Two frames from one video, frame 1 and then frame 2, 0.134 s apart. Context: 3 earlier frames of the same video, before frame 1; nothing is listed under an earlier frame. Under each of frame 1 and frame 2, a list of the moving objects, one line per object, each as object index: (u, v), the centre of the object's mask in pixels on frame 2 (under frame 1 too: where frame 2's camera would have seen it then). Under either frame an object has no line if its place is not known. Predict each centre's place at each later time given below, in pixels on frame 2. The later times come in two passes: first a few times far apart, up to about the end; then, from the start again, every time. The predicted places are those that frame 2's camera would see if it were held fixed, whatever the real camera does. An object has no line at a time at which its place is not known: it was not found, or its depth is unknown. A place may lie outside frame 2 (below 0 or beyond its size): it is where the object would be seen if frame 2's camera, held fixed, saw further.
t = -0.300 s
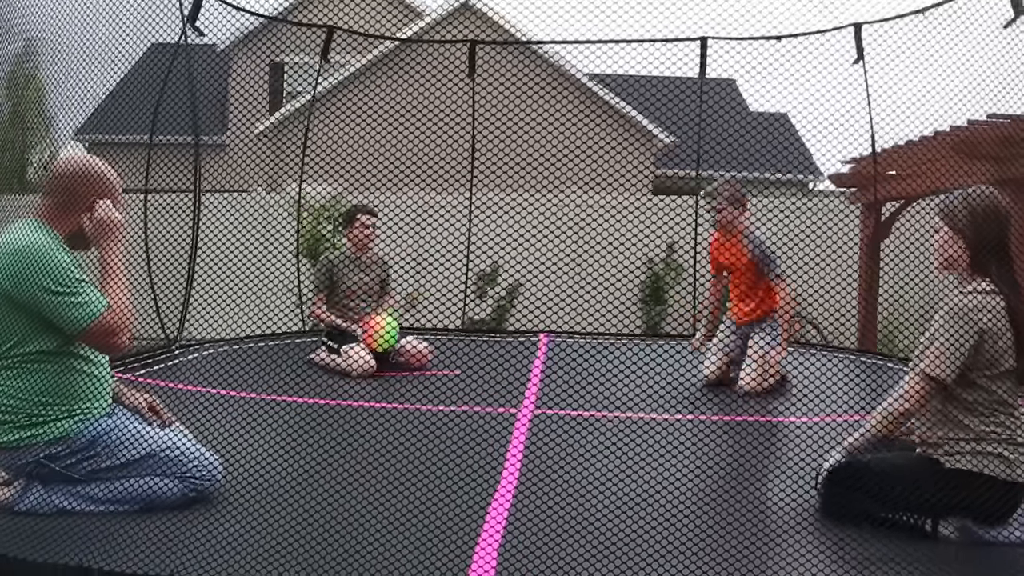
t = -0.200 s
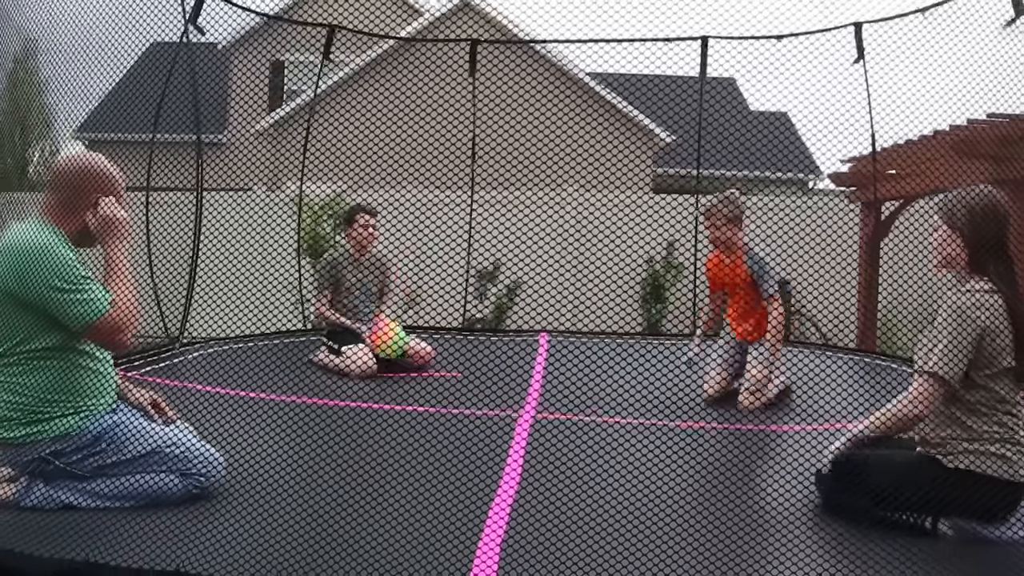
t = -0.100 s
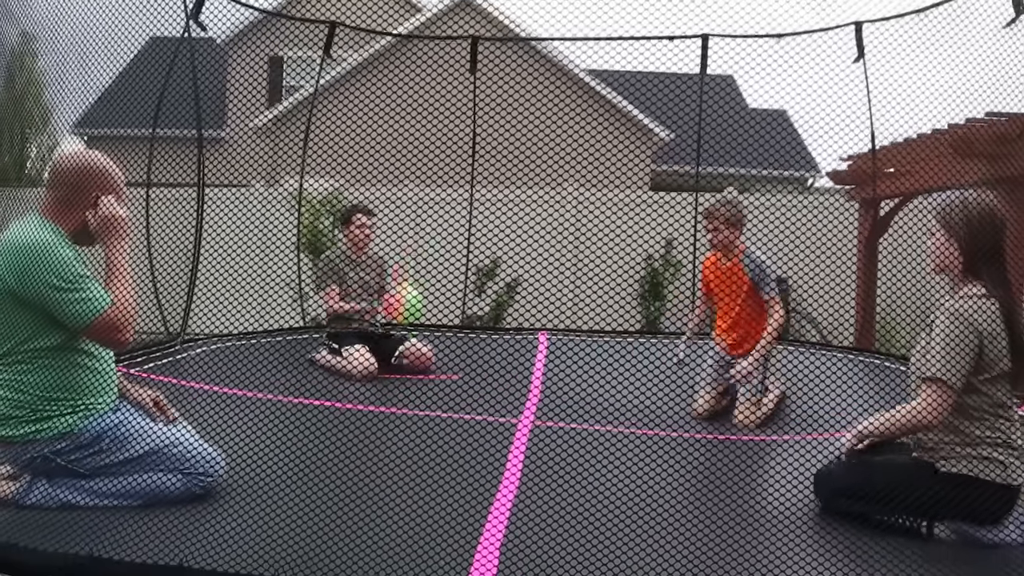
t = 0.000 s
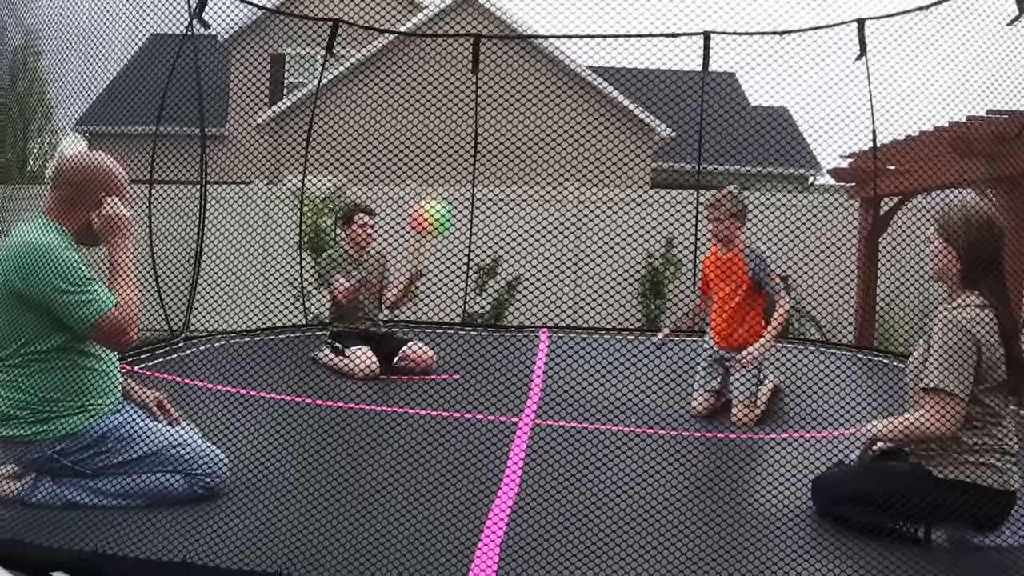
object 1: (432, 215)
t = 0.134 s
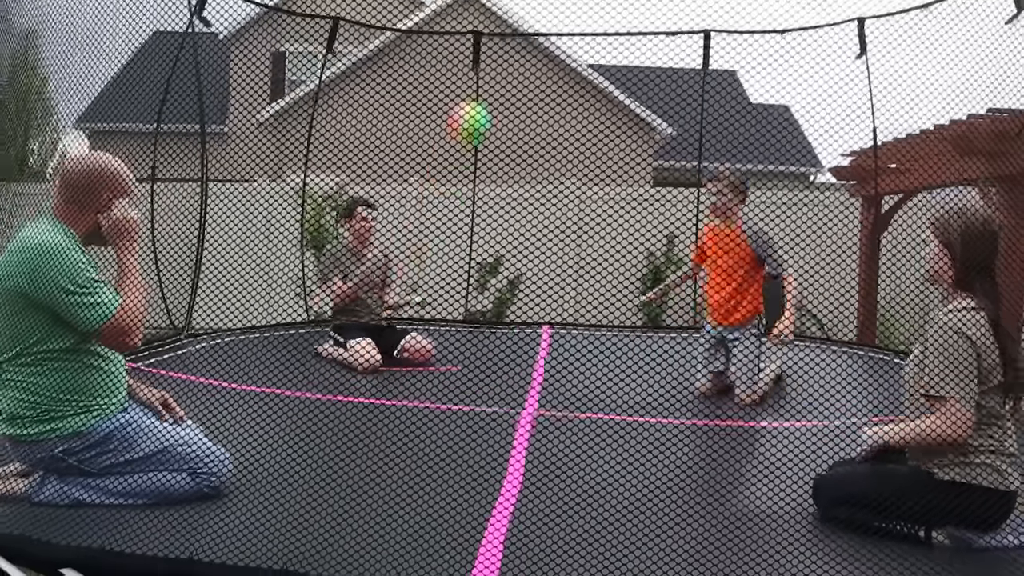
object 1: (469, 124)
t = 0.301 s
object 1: (523, 45)
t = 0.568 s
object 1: (631, 35)
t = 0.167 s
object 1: (479, 106)
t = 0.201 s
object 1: (490, 85)
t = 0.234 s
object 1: (503, 69)
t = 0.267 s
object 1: (513, 54)
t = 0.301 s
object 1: (523, 45)
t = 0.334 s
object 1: (533, 38)
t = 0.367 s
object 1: (547, 27)
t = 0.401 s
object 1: (559, 21)
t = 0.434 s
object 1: (573, 20)
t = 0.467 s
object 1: (586, 20)
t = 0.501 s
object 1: (599, 21)
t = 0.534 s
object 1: (615, 26)
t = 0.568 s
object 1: (631, 35)
